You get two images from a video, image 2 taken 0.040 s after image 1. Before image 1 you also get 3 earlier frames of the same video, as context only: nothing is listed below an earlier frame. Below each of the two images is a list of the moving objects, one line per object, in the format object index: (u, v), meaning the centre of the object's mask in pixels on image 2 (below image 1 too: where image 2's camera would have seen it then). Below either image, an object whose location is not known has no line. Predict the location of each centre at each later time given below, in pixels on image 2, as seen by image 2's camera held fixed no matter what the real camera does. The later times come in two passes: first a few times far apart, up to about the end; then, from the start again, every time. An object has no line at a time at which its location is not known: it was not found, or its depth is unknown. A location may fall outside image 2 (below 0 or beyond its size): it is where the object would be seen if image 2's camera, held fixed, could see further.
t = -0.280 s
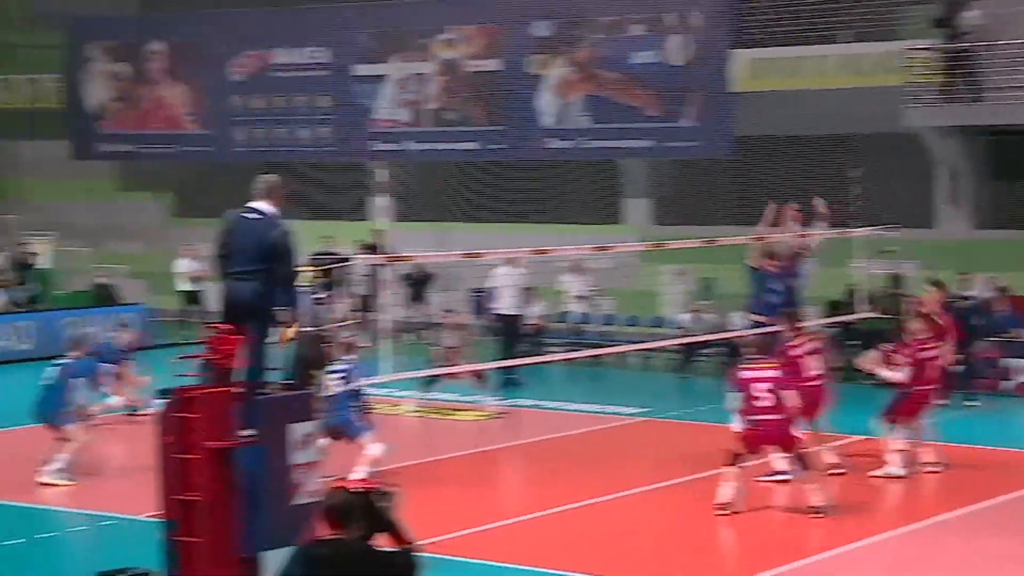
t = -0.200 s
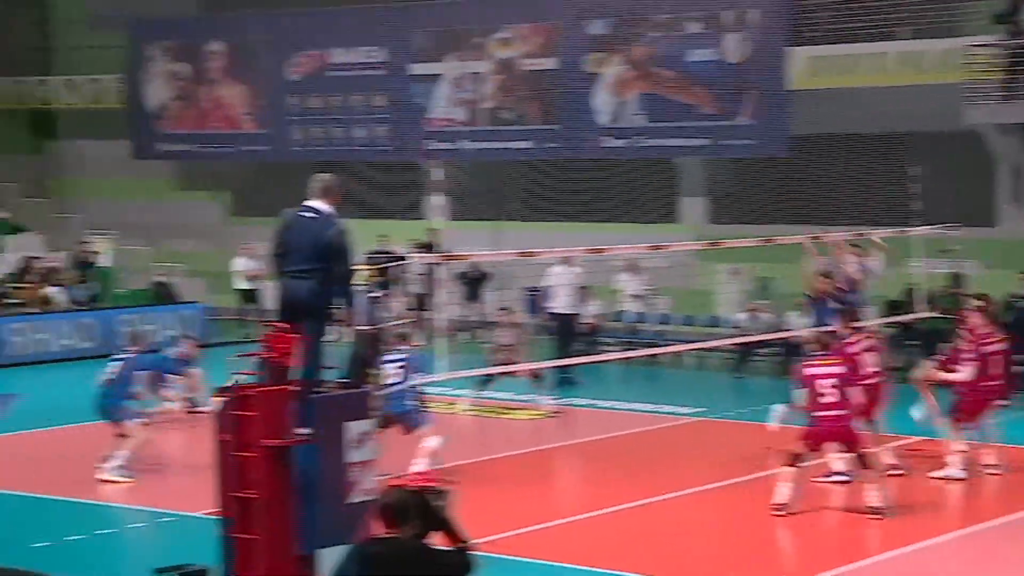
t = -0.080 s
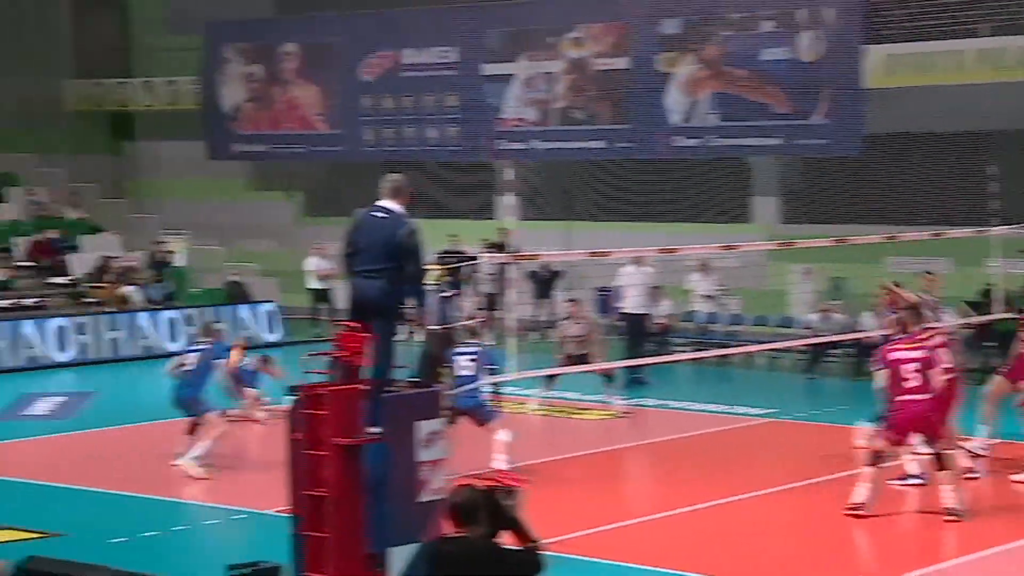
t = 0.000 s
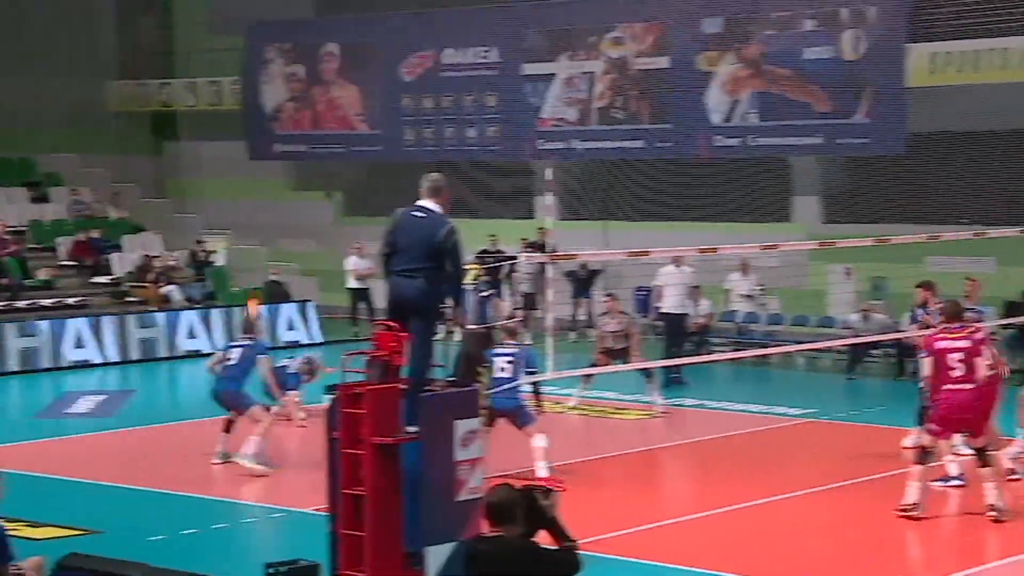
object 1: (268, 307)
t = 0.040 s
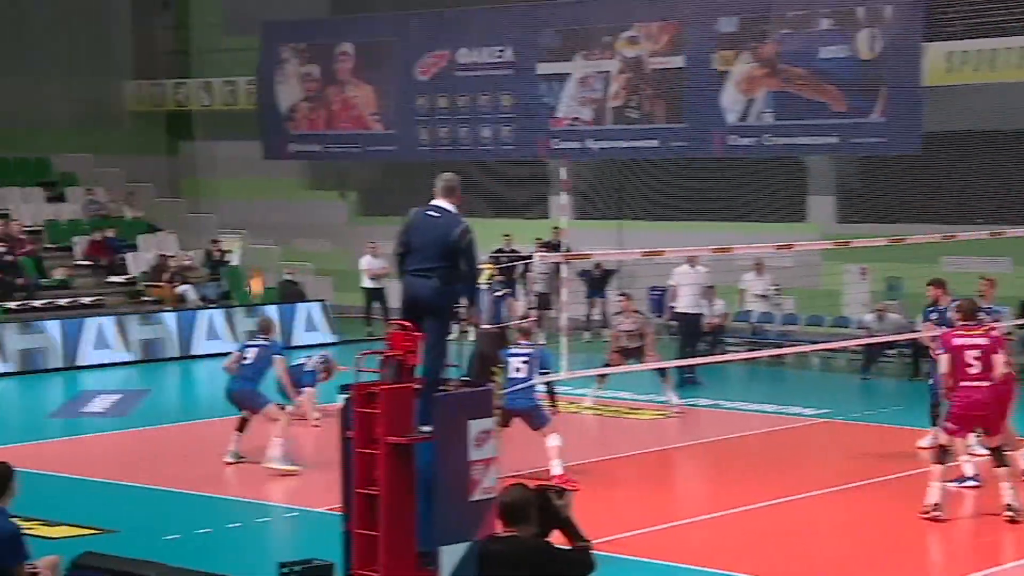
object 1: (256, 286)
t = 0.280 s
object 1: (184, 177)
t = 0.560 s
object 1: (91, 102)
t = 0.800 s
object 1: (4, 90)
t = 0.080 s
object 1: (244, 264)
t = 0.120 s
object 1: (234, 244)
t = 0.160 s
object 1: (221, 225)
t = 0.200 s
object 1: (208, 208)
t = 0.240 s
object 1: (197, 192)
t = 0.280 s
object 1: (184, 177)
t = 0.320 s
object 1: (171, 163)
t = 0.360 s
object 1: (159, 149)
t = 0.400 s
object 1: (145, 136)
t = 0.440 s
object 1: (132, 126)
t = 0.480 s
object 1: (119, 117)
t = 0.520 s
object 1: (105, 108)
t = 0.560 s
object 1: (91, 102)
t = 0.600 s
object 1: (77, 96)
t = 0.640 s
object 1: (63, 92)
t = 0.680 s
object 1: (48, 90)
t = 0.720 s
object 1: (34, 89)
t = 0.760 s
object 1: (19, 88)
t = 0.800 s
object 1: (4, 90)
